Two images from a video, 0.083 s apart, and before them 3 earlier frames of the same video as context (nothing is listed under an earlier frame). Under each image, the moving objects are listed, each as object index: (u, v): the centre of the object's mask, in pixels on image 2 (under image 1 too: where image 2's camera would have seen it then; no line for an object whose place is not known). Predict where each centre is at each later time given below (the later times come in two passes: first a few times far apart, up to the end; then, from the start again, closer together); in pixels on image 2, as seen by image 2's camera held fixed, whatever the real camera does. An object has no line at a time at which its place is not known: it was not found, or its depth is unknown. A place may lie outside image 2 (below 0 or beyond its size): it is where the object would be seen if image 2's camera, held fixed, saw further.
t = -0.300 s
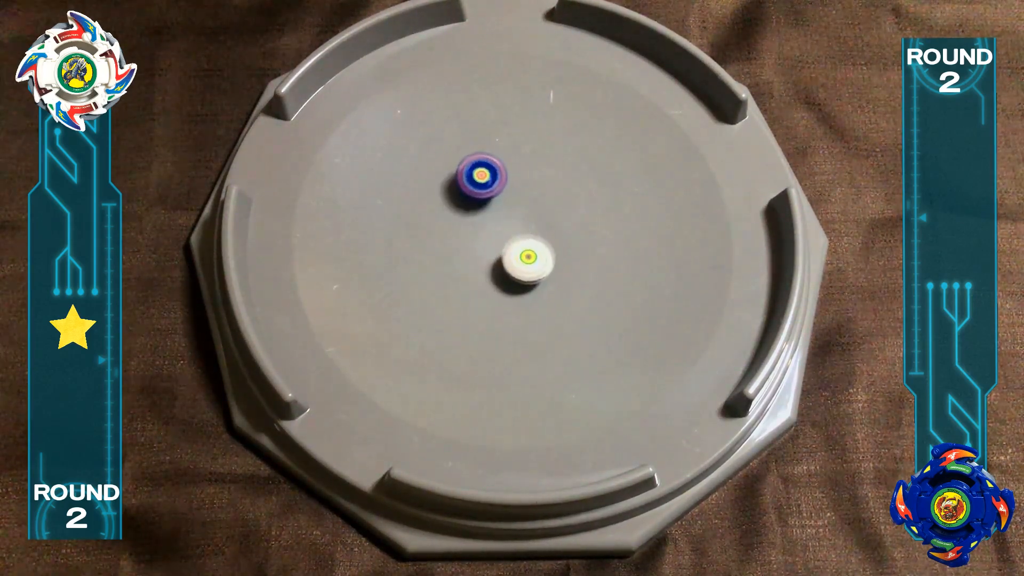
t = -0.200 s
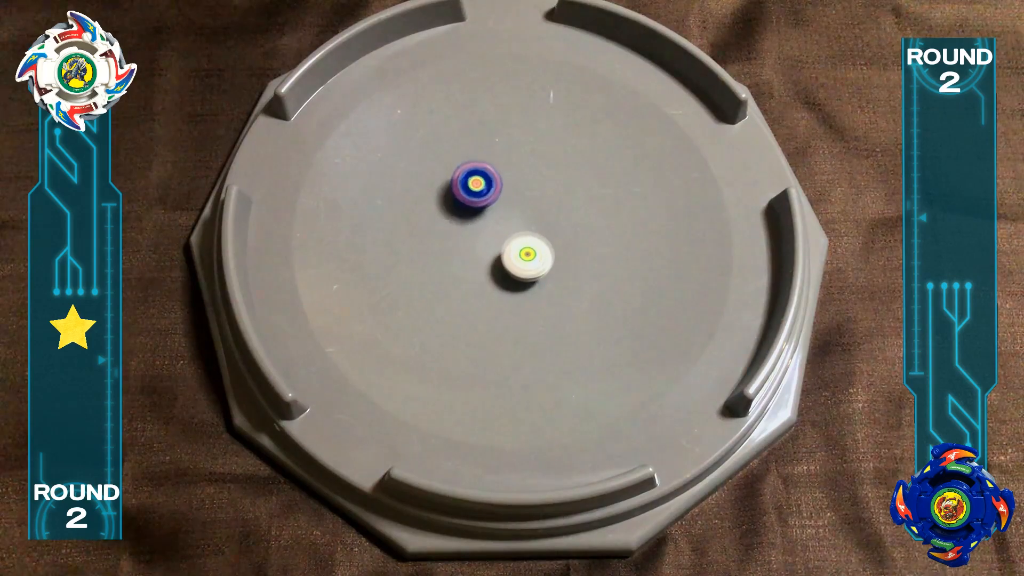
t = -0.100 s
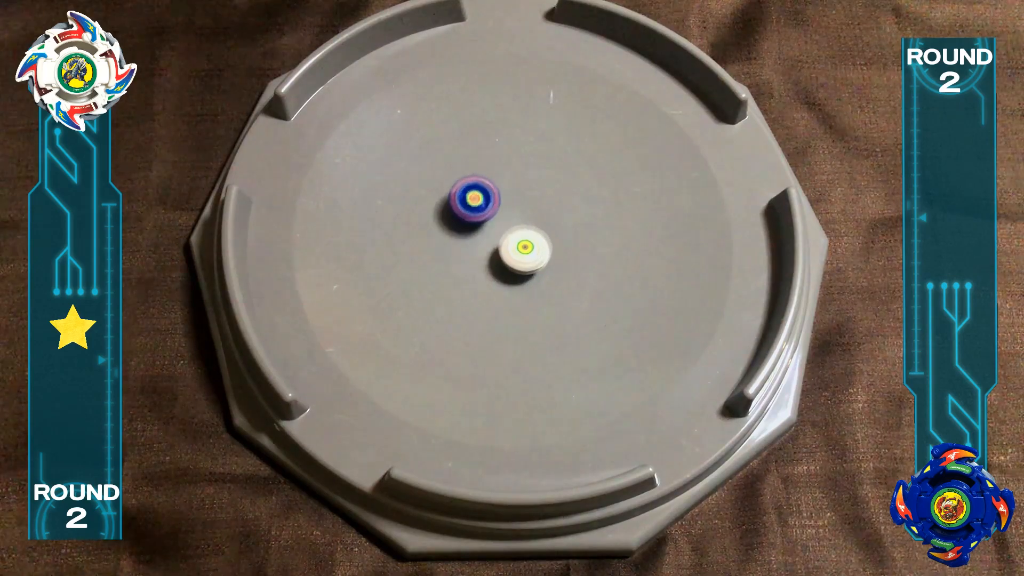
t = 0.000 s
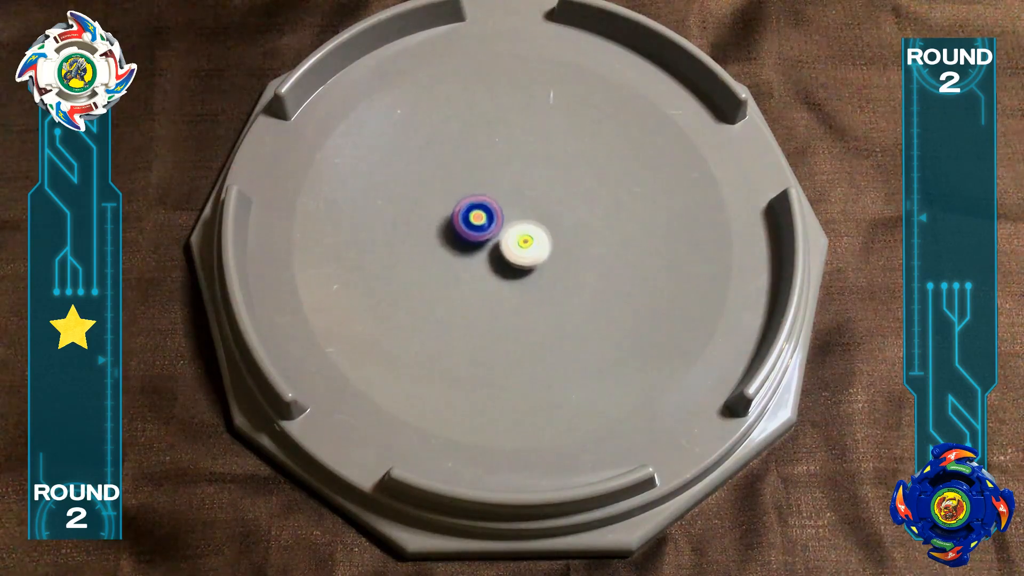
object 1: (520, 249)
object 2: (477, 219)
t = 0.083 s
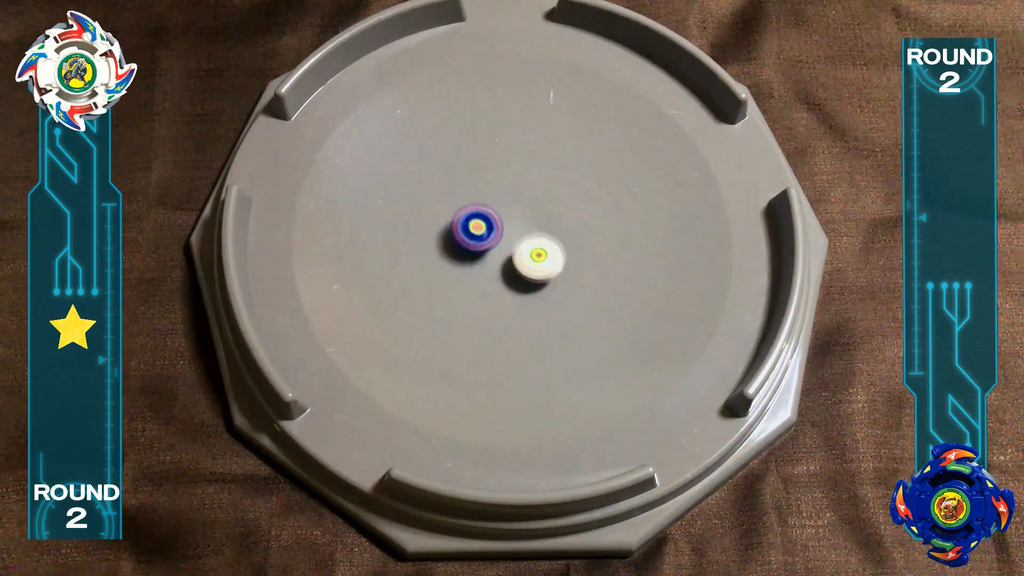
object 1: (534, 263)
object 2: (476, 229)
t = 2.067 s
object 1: (613, 167)
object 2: (503, 206)
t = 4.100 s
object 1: (423, 229)
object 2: (492, 226)
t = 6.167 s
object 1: (503, 297)
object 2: (519, 231)
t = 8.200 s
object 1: (529, 244)
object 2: (530, 181)
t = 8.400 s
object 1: (527, 241)
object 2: (521, 188)
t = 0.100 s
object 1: (535, 265)
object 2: (478, 231)
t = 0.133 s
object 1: (538, 270)
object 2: (482, 236)
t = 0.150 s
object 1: (539, 272)
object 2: (485, 239)
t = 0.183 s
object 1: (540, 275)
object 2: (493, 243)
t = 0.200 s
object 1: (540, 276)
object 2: (497, 244)
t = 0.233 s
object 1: (542, 279)
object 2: (505, 244)
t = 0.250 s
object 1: (546, 282)
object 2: (506, 241)
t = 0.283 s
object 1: (560, 291)
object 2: (502, 232)
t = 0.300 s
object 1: (565, 294)
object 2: (499, 228)
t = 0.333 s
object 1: (575, 300)
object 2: (492, 222)
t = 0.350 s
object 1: (579, 303)
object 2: (488, 219)
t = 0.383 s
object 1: (586, 308)
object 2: (480, 215)
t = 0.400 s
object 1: (590, 310)
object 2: (476, 214)
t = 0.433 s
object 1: (596, 316)
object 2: (468, 210)
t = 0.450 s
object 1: (598, 319)
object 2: (464, 208)
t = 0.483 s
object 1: (603, 324)
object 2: (457, 205)
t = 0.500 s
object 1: (605, 327)
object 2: (454, 203)
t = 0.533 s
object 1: (608, 332)
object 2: (447, 200)
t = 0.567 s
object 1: (610, 338)
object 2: (441, 197)
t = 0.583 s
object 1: (610, 341)
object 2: (438, 196)
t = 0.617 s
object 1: (610, 347)
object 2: (433, 193)
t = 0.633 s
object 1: (610, 349)
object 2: (430, 192)
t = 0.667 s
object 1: (608, 353)
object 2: (425, 191)
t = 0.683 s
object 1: (607, 355)
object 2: (422, 190)
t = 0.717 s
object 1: (603, 359)
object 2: (417, 190)
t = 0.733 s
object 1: (600, 360)
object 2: (415, 191)
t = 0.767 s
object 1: (595, 361)
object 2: (411, 191)
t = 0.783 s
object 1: (592, 360)
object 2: (409, 192)
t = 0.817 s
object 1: (586, 359)
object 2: (406, 194)
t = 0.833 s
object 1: (583, 358)
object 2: (404, 196)
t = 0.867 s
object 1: (577, 355)
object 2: (402, 199)
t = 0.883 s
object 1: (573, 353)
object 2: (402, 201)
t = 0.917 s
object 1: (567, 349)
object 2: (402, 205)
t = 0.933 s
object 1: (564, 346)
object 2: (402, 207)
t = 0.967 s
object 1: (559, 339)
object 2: (404, 211)
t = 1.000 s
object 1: (555, 332)
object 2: (407, 214)
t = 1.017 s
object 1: (553, 328)
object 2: (409, 216)
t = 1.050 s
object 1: (549, 320)
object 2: (413, 219)
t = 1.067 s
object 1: (548, 317)
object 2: (416, 220)
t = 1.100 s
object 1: (546, 308)
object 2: (422, 223)
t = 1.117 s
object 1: (545, 304)
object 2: (424, 224)
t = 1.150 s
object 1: (543, 295)
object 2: (430, 225)
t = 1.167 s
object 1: (542, 291)
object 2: (434, 226)
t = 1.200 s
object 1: (539, 283)
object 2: (441, 226)
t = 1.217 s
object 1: (538, 279)
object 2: (444, 227)
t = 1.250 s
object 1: (535, 270)
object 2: (451, 228)
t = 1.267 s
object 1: (534, 266)
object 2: (455, 228)
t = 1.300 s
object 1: (530, 257)
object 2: (463, 229)
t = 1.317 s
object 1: (529, 253)
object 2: (468, 229)
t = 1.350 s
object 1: (526, 246)
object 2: (476, 230)
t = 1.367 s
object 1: (527, 241)
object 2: (479, 231)
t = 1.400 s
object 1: (533, 235)
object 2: (479, 229)
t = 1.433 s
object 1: (540, 230)
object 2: (480, 229)
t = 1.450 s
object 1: (543, 227)
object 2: (480, 229)
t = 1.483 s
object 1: (549, 223)
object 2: (481, 228)
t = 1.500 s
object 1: (552, 221)
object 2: (482, 228)
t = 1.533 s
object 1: (558, 216)
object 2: (483, 228)
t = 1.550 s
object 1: (560, 214)
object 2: (484, 228)
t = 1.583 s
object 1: (565, 209)
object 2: (486, 228)
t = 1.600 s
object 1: (568, 206)
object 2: (487, 227)
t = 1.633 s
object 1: (572, 200)
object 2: (489, 227)
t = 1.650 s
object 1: (574, 197)
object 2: (490, 227)
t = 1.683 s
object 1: (578, 191)
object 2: (493, 226)
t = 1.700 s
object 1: (580, 188)
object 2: (494, 225)
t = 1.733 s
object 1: (584, 183)
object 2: (497, 223)
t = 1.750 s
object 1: (586, 181)
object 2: (498, 222)
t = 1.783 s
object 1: (590, 177)
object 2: (500, 221)
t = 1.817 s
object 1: (594, 174)
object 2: (502, 218)
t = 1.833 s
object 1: (597, 172)
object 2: (503, 217)
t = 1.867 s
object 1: (601, 170)
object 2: (504, 215)
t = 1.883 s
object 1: (602, 169)
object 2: (505, 214)
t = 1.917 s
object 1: (606, 167)
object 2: (505, 211)
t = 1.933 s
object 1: (607, 166)
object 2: (505, 210)
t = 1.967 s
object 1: (610, 165)
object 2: (505, 208)
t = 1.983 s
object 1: (611, 165)
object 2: (505, 207)
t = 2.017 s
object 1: (612, 166)
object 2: (504, 206)
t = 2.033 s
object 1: (613, 166)
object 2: (504, 206)
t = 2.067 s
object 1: (613, 167)
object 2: (503, 206)
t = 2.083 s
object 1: (612, 168)
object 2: (503, 206)
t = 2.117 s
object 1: (611, 169)
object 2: (503, 207)
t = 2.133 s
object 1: (610, 170)
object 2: (502, 208)
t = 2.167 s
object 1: (607, 172)
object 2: (503, 209)
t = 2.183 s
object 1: (606, 173)
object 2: (503, 211)
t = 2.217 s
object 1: (603, 176)
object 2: (503, 213)
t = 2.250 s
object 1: (599, 179)
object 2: (505, 216)
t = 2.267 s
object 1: (597, 181)
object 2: (506, 218)
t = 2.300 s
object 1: (593, 184)
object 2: (509, 220)
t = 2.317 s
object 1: (591, 185)
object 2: (510, 221)
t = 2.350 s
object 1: (586, 187)
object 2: (514, 223)
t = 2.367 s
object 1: (583, 188)
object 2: (516, 223)
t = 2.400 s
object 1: (576, 189)
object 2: (520, 224)
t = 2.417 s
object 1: (572, 190)
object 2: (522, 225)
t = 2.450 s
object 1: (567, 189)
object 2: (526, 225)
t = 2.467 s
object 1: (564, 188)
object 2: (527, 225)
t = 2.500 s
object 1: (557, 186)
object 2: (530, 225)
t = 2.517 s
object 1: (555, 185)
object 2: (530, 226)
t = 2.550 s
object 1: (551, 182)
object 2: (529, 229)
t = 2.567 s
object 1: (549, 180)
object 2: (528, 231)
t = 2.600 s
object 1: (546, 177)
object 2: (527, 234)
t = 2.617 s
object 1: (544, 175)
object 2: (527, 236)
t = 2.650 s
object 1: (541, 172)
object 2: (528, 239)
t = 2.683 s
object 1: (538, 169)
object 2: (528, 242)
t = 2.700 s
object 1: (536, 167)
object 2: (528, 243)
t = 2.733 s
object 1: (532, 164)
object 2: (529, 246)
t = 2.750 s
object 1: (531, 162)
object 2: (530, 247)
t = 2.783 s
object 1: (528, 160)
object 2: (531, 249)
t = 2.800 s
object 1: (526, 159)
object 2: (531, 250)
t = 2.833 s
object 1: (524, 156)
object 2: (533, 251)
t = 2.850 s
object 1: (522, 155)
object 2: (533, 251)
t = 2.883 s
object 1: (520, 154)
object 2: (534, 252)
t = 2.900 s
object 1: (519, 153)
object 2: (534, 252)
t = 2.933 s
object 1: (517, 152)
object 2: (535, 252)
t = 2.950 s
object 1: (516, 152)
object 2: (535, 252)
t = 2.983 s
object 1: (514, 151)
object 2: (534, 252)
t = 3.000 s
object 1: (513, 151)
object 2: (534, 252)
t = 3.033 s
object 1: (511, 151)
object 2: (533, 251)
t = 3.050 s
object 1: (510, 151)
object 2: (533, 251)
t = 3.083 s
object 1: (508, 152)
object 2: (531, 250)
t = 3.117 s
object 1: (506, 152)
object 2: (529, 250)
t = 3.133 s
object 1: (505, 153)
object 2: (528, 249)
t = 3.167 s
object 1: (504, 154)
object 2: (526, 249)
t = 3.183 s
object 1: (502, 155)
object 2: (524, 248)
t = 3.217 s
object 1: (500, 156)
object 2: (522, 248)
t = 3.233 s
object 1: (499, 157)
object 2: (520, 248)
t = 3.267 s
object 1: (496, 159)
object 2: (517, 248)
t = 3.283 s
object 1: (495, 160)
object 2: (515, 248)
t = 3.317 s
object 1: (492, 162)
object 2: (512, 249)
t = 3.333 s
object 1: (490, 163)
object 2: (510, 249)
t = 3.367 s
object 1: (487, 165)
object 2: (507, 249)
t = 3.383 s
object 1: (485, 166)
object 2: (506, 250)
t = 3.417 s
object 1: (481, 168)
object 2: (503, 250)
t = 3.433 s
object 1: (479, 170)
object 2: (501, 251)
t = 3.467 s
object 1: (475, 172)
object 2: (499, 252)
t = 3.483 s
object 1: (474, 174)
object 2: (499, 253)
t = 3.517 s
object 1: (470, 176)
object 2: (497, 254)
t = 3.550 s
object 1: (466, 179)
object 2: (497, 255)
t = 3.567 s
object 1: (465, 180)
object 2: (496, 255)
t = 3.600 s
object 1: (461, 183)
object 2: (496, 256)
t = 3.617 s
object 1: (460, 185)
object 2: (496, 256)
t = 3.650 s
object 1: (456, 187)
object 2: (496, 256)
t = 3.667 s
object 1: (455, 189)
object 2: (496, 256)
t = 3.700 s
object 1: (451, 192)
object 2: (497, 256)
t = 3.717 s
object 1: (450, 194)
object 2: (497, 255)
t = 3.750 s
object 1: (447, 197)
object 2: (498, 254)
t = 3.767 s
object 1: (445, 198)
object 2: (498, 253)
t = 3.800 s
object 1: (442, 201)
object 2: (499, 252)
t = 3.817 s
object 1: (441, 203)
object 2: (499, 250)
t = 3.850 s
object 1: (438, 206)
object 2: (500, 248)
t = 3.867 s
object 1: (437, 207)
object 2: (500, 246)
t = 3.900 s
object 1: (434, 211)
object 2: (499, 243)
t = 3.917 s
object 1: (433, 212)
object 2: (499, 242)
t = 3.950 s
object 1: (431, 215)
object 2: (498, 239)
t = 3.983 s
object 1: (429, 218)
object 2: (497, 236)
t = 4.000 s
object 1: (428, 220)
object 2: (497, 234)
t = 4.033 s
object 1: (426, 223)
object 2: (495, 231)
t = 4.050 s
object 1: (425, 225)
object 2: (494, 230)
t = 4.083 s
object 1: (423, 228)
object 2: (493, 227)
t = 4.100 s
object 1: (423, 229)
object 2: (492, 226)
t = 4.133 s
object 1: (422, 232)
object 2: (489, 225)
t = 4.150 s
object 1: (421, 233)
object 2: (489, 224)
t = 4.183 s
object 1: (421, 236)
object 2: (487, 222)
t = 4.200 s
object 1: (421, 237)
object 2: (486, 222)
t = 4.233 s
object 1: (421, 239)
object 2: (484, 221)
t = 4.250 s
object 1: (421, 241)
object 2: (483, 221)
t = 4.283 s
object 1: (421, 243)
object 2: (482, 220)
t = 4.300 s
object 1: (421, 244)
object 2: (482, 220)
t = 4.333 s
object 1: (422, 246)
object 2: (481, 219)
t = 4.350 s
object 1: (422, 247)
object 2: (481, 219)
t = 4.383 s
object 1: (423, 249)
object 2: (482, 219)
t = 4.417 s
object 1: (424, 251)
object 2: (482, 219)
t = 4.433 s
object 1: (425, 253)
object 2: (482, 220)
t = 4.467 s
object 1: (426, 254)
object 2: (484, 220)
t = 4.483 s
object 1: (427, 255)
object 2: (484, 221)
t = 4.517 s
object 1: (429, 257)
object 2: (486, 222)
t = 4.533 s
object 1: (430, 258)
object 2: (487, 222)
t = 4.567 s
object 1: (432, 260)
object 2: (490, 222)
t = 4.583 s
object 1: (434, 261)
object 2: (491, 223)
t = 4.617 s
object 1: (436, 262)
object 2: (494, 224)
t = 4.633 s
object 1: (438, 263)
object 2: (495, 224)
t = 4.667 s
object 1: (440, 264)
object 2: (498, 225)
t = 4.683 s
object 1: (442, 265)
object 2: (500, 224)
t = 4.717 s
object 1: (445, 266)
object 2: (504, 224)
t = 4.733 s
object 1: (447, 266)
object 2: (505, 224)
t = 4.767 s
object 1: (450, 268)
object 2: (509, 223)
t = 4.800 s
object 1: (454, 269)
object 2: (513, 221)
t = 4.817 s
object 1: (456, 270)
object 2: (515, 221)
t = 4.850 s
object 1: (460, 271)
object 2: (518, 219)
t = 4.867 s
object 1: (462, 271)
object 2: (519, 218)
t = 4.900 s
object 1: (465, 272)
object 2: (521, 216)
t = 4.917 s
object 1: (467, 272)
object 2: (522, 215)
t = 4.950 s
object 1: (471, 272)
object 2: (523, 212)
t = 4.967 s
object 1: (473, 272)
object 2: (523, 211)
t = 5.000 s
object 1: (476, 272)
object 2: (523, 209)
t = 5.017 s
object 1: (478, 272)
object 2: (523, 209)
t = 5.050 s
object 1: (481, 272)
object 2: (522, 207)
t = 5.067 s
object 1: (483, 271)
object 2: (521, 207)
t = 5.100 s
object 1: (487, 270)
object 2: (520, 207)
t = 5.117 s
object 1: (488, 269)
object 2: (519, 207)
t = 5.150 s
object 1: (491, 267)
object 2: (518, 208)
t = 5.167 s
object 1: (493, 266)
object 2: (517, 209)
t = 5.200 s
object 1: (496, 264)
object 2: (516, 211)
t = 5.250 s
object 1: (493, 270)
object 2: (521, 208)
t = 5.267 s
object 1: (492, 273)
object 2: (522, 207)
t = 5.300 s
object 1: (490, 277)
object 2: (526, 203)
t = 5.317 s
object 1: (489, 279)
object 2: (527, 202)
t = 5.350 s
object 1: (489, 283)
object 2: (529, 199)
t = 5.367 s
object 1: (489, 285)
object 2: (530, 198)
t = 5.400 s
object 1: (489, 289)
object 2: (532, 197)
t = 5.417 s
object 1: (489, 290)
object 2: (533, 196)
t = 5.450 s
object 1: (490, 294)
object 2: (536, 194)
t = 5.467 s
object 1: (490, 295)
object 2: (537, 193)
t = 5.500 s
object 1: (491, 298)
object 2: (539, 193)
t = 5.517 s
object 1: (492, 299)
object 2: (540, 192)
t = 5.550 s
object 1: (493, 302)
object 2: (541, 192)
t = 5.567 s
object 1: (493, 303)
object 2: (542, 192)
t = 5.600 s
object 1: (494, 305)
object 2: (543, 193)
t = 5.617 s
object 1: (495, 306)
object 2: (544, 192)
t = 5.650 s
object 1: (496, 307)
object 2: (545, 193)
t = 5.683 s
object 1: (497, 308)
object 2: (545, 194)
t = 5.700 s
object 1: (497, 308)
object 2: (545, 194)
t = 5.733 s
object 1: (498, 308)
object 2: (545, 195)
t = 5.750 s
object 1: (499, 308)
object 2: (545, 196)
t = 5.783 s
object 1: (500, 307)
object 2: (544, 197)
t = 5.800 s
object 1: (501, 307)
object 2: (543, 199)
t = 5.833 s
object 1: (502, 305)
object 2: (541, 200)
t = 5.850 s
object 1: (502, 305)
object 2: (540, 201)
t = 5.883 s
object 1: (503, 302)
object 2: (537, 204)
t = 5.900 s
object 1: (504, 301)
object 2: (535, 205)
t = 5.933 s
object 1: (504, 299)
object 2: (531, 208)
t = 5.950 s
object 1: (504, 298)
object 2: (528, 211)
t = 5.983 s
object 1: (505, 295)
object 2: (524, 215)
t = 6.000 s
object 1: (505, 294)
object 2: (522, 219)
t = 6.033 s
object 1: (505, 291)
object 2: (520, 224)
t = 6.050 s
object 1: (505, 289)
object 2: (519, 227)
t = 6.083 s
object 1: (505, 287)
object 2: (519, 233)
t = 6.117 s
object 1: (504, 292)
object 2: (519, 233)
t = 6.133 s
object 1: (503, 294)
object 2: (519, 232)
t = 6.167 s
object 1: (503, 297)
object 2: (519, 231)
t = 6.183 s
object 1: (503, 299)
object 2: (519, 230)
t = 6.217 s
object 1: (503, 301)
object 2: (518, 229)
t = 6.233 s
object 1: (503, 302)
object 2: (518, 228)
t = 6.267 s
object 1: (503, 304)
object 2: (517, 227)
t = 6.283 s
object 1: (503, 305)
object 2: (517, 227)
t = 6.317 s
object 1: (503, 306)
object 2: (516, 226)
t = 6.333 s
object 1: (503, 306)
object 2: (515, 226)
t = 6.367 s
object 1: (504, 306)
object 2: (514, 226)
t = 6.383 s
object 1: (504, 306)
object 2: (513, 226)
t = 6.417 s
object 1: (505, 305)
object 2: (512, 226)
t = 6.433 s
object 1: (505, 305)
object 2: (511, 226)
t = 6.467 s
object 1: (506, 304)
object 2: (510, 227)
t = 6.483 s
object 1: (506, 303)
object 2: (509, 228)
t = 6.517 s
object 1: (506, 301)
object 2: (508, 229)
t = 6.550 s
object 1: (507, 299)
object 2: (507, 230)
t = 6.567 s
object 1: (507, 298)
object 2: (507, 230)
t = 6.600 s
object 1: (507, 295)
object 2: (506, 232)
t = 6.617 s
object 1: (507, 294)
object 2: (506, 233)
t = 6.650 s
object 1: (507, 291)
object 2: (507, 235)
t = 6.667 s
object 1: (507, 290)
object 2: (507, 235)
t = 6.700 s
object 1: (508, 292)
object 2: (507, 233)
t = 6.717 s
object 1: (509, 295)
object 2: (507, 230)
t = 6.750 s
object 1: (510, 300)
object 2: (506, 224)
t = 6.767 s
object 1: (510, 302)
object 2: (506, 221)
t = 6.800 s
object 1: (511, 305)
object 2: (503, 216)
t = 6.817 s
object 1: (511, 306)
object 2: (501, 214)
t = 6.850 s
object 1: (512, 308)
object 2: (497, 210)
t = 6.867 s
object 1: (512, 308)
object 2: (496, 208)
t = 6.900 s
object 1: (512, 310)
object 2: (491, 205)
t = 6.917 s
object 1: (513, 310)
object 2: (489, 204)
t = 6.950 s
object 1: (513, 311)
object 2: (485, 201)
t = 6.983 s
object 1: (513, 311)
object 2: (482, 199)
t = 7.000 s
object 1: (513, 311)
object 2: (480, 198)
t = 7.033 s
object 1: (513, 310)
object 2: (478, 197)
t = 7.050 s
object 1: (513, 309)
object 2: (476, 197)
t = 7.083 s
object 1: (513, 308)
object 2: (474, 196)
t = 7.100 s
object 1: (513, 306)
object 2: (474, 196)
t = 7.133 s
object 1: (513, 305)
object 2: (473, 196)
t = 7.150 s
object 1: (513, 304)
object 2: (472, 197)
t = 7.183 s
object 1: (512, 301)
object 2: (472, 197)
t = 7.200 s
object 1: (512, 300)
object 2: (471, 198)
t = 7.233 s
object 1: (512, 298)
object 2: (471, 199)
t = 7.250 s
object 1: (512, 297)
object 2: (471, 200)
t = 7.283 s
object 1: (513, 294)
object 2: (472, 202)
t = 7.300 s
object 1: (513, 292)
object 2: (472, 203)
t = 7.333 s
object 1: (513, 289)
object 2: (473, 205)
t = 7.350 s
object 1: (513, 287)
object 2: (474, 207)
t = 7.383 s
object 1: (513, 283)
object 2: (476, 210)
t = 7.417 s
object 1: (513, 279)
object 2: (478, 214)
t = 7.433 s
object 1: (513, 276)
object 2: (479, 216)
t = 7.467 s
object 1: (512, 272)
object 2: (483, 220)
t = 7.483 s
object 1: (511, 269)
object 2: (485, 222)
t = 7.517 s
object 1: (511, 270)
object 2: (489, 222)
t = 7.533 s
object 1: (511, 271)
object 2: (490, 222)
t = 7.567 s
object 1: (511, 272)
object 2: (496, 220)
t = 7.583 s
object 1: (512, 272)
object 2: (499, 220)
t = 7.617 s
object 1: (512, 271)
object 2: (505, 218)
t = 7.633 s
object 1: (512, 271)
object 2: (507, 216)
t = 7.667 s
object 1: (512, 270)
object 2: (511, 214)
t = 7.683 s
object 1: (512, 269)
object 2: (514, 212)
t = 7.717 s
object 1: (512, 267)
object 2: (517, 209)
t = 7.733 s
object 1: (512, 266)
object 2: (518, 208)
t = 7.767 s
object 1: (512, 264)
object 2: (520, 204)
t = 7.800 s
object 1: (513, 261)
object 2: (523, 201)
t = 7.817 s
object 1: (513, 260)
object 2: (523, 200)
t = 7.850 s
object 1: (513, 258)
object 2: (525, 197)
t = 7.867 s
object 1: (514, 256)
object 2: (526, 196)
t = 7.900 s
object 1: (516, 253)
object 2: (528, 194)
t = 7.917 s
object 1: (517, 252)
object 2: (528, 194)
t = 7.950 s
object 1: (518, 249)
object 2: (529, 193)
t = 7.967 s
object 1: (519, 247)
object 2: (529, 192)
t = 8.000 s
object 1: (521, 246)
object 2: (531, 190)
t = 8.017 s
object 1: (522, 246)
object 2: (530, 190)
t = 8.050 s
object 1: (524, 246)
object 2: (531, 186)
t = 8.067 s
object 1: (525, 245)
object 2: (531, 186)
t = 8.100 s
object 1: (527, 245)
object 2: (531, 183)
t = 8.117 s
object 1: (527, 245)
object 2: (531, 182)
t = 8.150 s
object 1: (529, 245)
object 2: (531, 182)
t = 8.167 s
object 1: (529, 245)
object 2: (530, 182)
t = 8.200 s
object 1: (529, 244)
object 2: (530, 181)
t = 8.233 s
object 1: (529, 244)
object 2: (529, 182)
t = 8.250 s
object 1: (529, 243)
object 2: (528, 181)
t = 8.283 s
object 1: (529, 243)
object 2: (527, 182)
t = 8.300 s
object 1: (529, 243)
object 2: (527, 183)
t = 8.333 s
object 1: (528, 242)
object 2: (525, 184)
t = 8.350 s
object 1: (528, 242)
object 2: (524, 185)
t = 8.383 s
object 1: (527, 241)
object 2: (522, 188)
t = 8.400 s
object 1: (527, 241)
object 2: (521, 188)
